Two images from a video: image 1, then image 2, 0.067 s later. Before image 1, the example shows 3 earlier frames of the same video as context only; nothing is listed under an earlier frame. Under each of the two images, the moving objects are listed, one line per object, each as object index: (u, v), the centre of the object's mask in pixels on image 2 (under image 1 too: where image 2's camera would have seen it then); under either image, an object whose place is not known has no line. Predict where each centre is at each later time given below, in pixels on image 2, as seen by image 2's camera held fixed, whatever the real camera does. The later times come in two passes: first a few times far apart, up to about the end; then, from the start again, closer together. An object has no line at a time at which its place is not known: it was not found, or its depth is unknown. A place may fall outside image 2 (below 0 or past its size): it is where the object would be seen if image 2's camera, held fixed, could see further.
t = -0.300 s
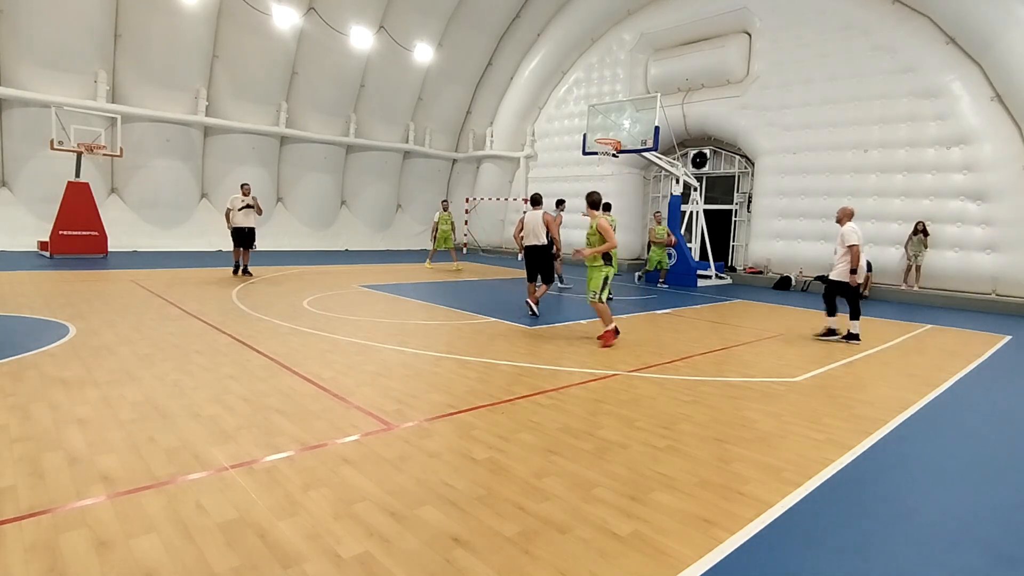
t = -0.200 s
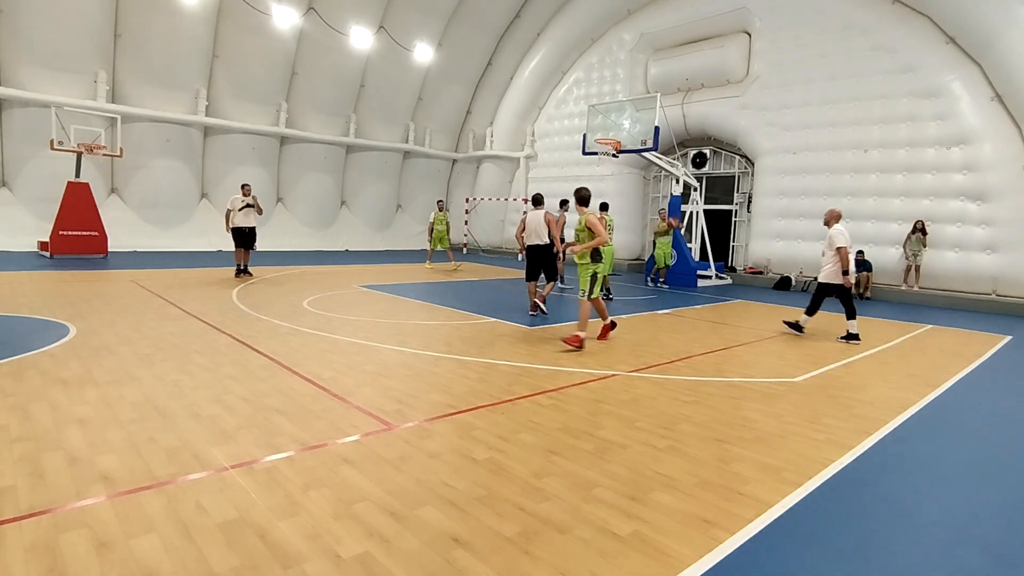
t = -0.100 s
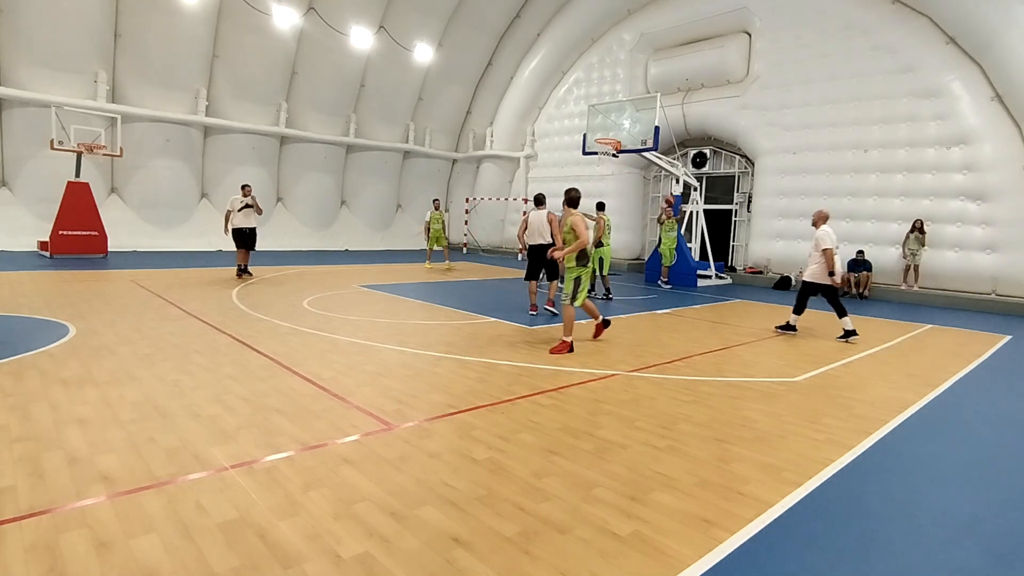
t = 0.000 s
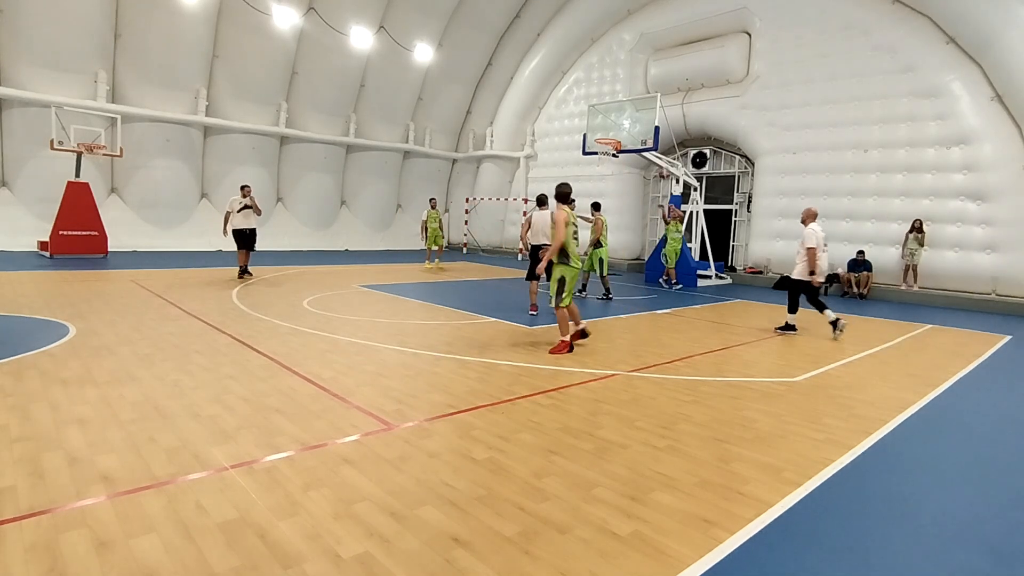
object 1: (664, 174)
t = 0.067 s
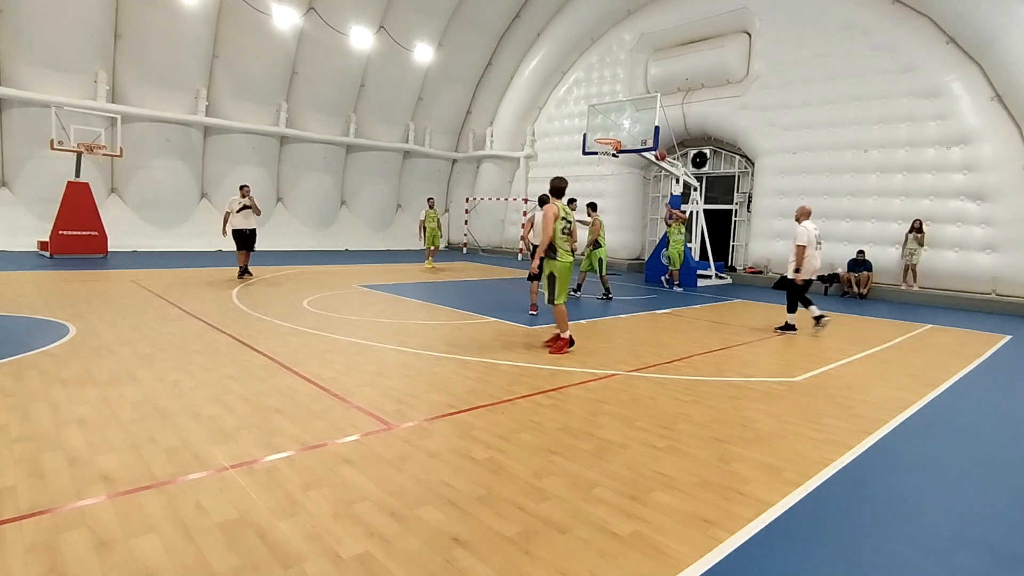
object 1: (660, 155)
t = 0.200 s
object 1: (652, 127)
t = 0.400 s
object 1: (633, 93)
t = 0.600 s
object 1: (608, 80)
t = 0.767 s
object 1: (581, 91)
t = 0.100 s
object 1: (659, 148)
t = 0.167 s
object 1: (654, 132)
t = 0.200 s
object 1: (652, 127)
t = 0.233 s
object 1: (649, 120)
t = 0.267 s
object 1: (646, 113)
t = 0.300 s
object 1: (643, 107)
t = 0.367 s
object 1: (637, 97)
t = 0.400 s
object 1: (633, 93)
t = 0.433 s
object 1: (629, 89)
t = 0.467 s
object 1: (626, 87)
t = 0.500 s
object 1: (622, 84)
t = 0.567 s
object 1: (613, 81)
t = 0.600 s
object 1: (608, 80)
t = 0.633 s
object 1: (603, 80)
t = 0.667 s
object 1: (598, 81)
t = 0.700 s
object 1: (592, 83)
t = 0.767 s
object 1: (581, 91)
